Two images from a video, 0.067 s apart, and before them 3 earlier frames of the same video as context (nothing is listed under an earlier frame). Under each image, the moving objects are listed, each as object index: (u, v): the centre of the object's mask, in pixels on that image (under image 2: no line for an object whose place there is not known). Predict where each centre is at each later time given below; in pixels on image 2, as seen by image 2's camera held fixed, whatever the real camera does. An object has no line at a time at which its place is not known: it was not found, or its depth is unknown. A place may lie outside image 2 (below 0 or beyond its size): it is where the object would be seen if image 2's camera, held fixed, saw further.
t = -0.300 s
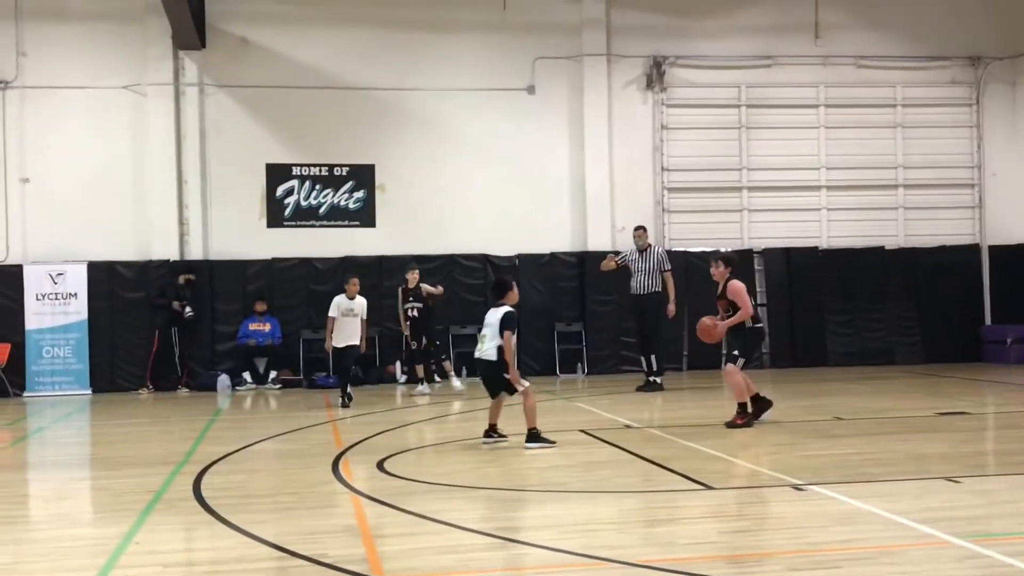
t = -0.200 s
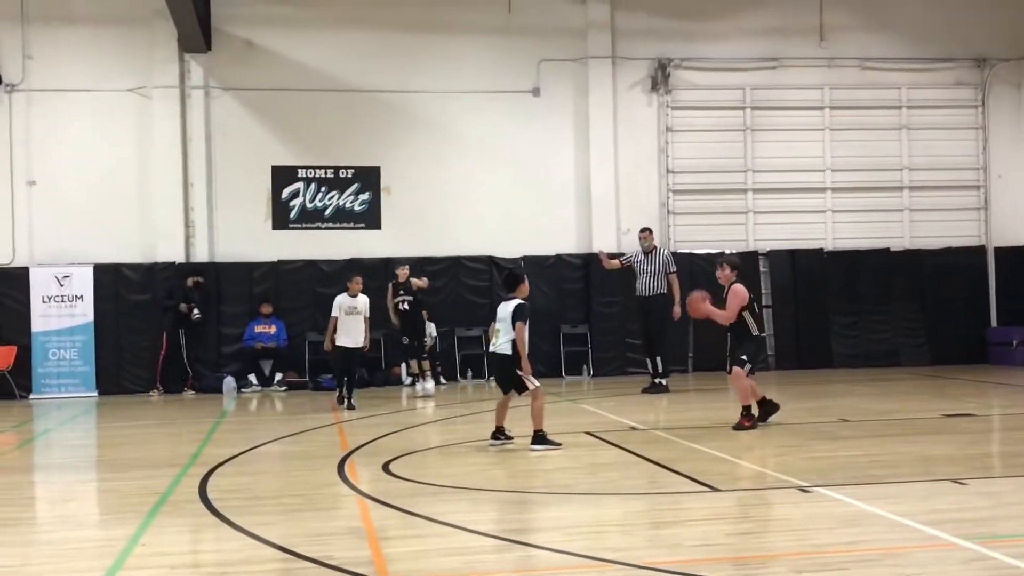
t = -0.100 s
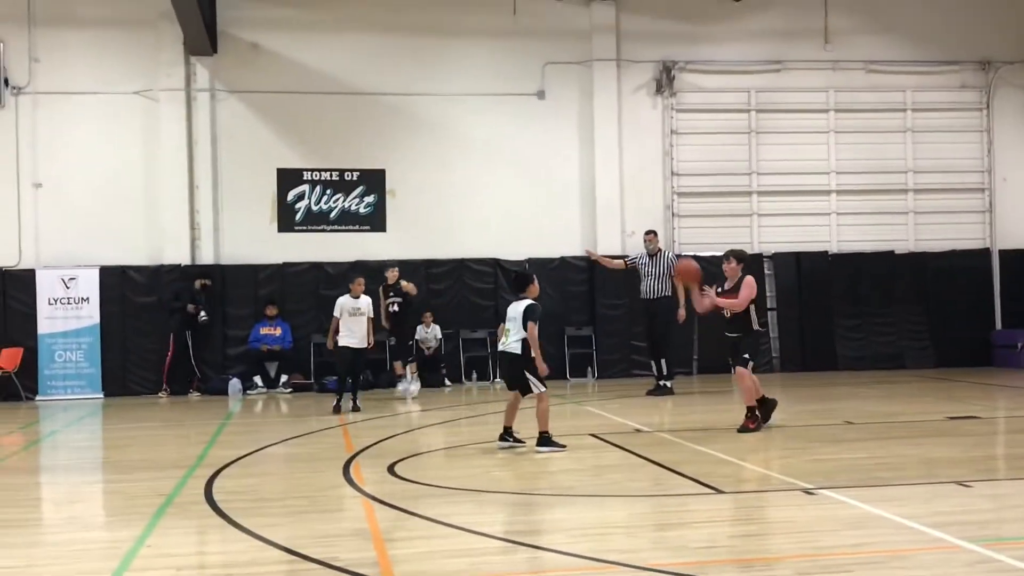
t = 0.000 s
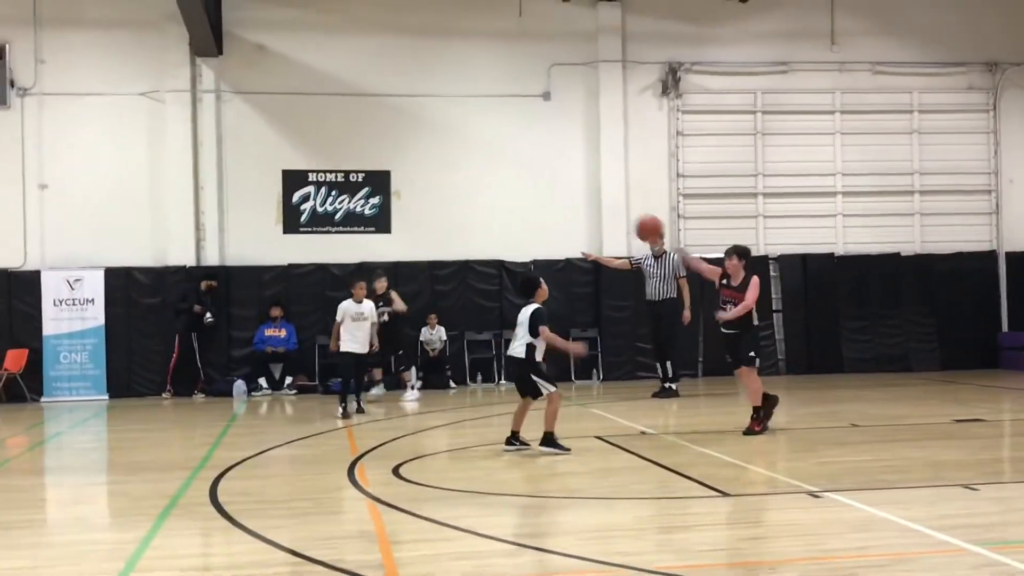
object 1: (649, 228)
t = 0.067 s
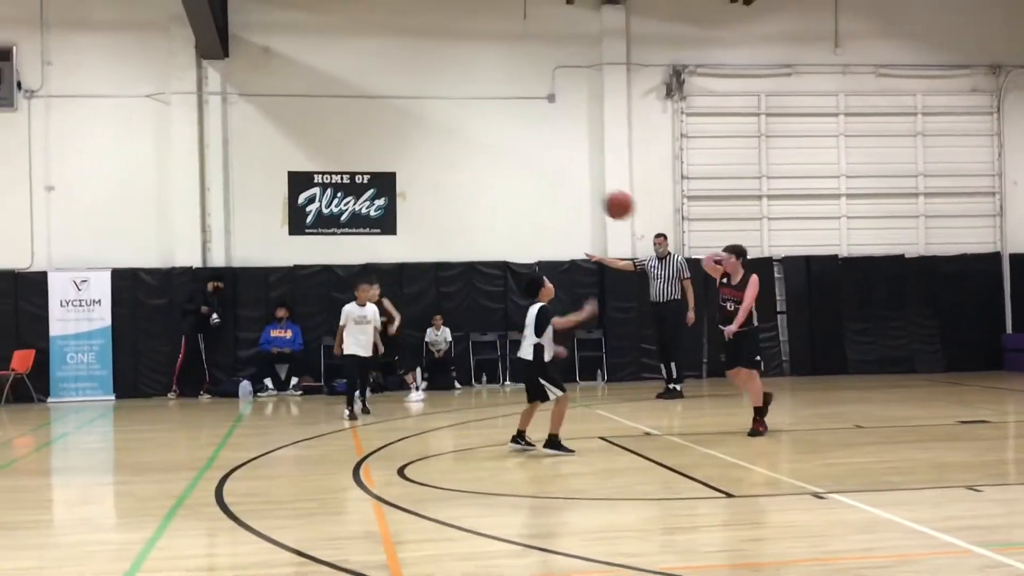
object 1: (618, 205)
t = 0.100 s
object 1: (599, 194)
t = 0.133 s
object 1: (581, 183)
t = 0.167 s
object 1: (561, 174)
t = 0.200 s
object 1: (539, 164)
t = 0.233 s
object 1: (518, 157)
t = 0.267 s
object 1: (495, 150)
